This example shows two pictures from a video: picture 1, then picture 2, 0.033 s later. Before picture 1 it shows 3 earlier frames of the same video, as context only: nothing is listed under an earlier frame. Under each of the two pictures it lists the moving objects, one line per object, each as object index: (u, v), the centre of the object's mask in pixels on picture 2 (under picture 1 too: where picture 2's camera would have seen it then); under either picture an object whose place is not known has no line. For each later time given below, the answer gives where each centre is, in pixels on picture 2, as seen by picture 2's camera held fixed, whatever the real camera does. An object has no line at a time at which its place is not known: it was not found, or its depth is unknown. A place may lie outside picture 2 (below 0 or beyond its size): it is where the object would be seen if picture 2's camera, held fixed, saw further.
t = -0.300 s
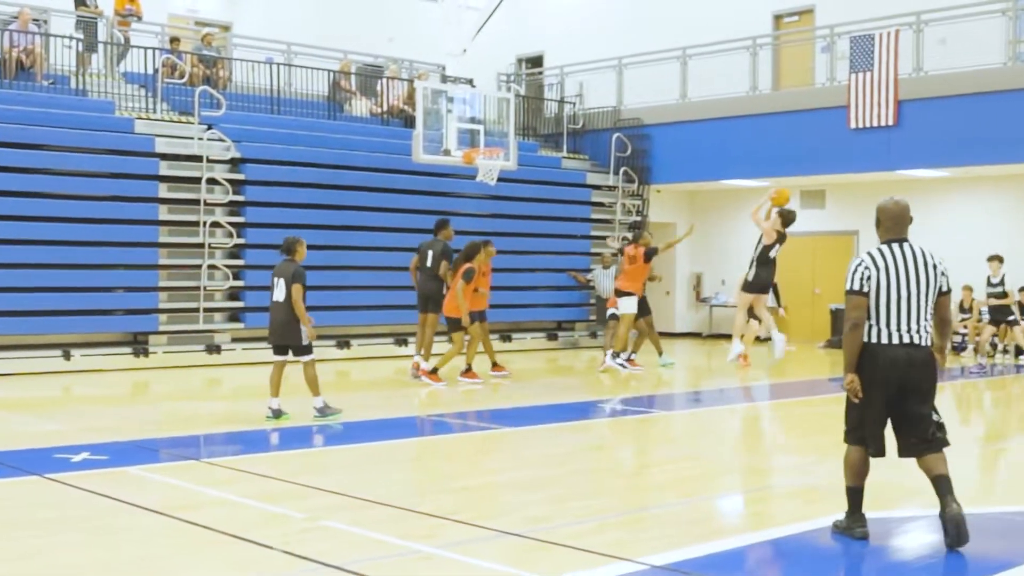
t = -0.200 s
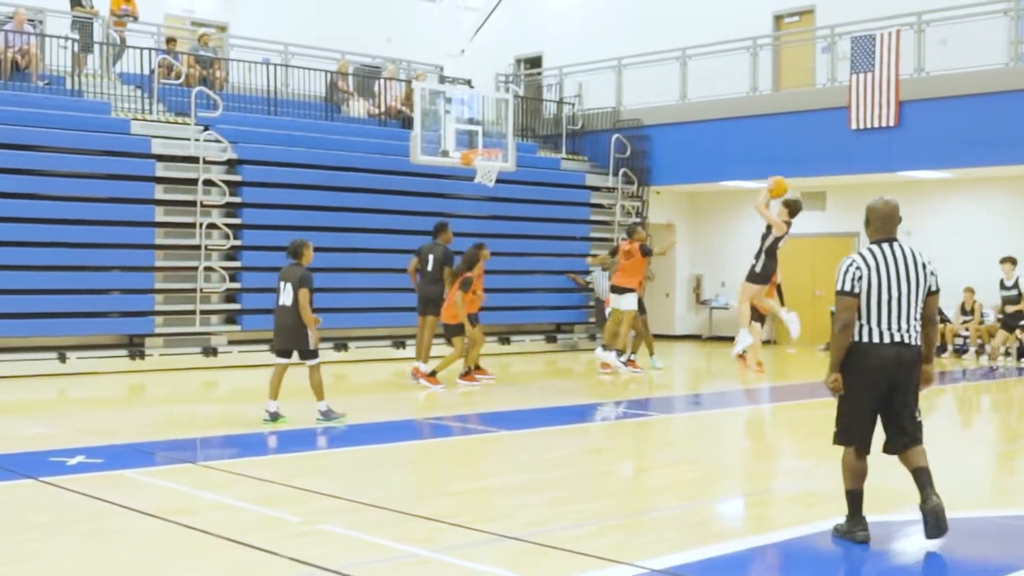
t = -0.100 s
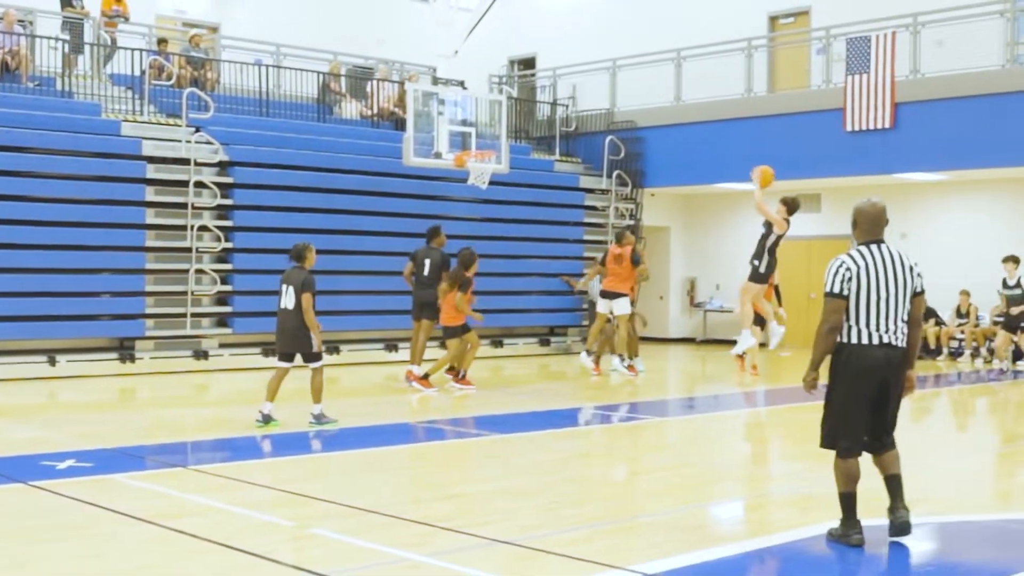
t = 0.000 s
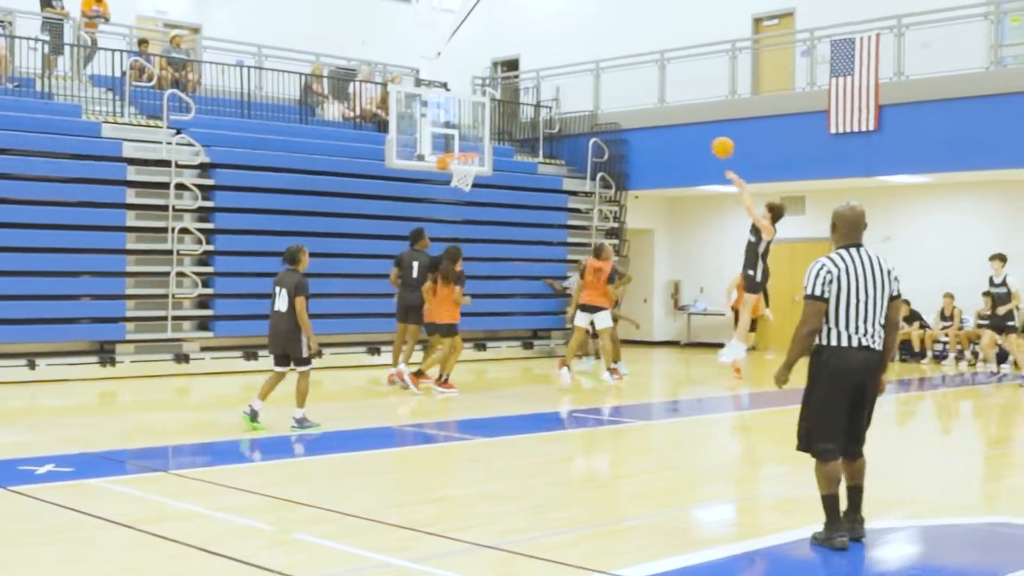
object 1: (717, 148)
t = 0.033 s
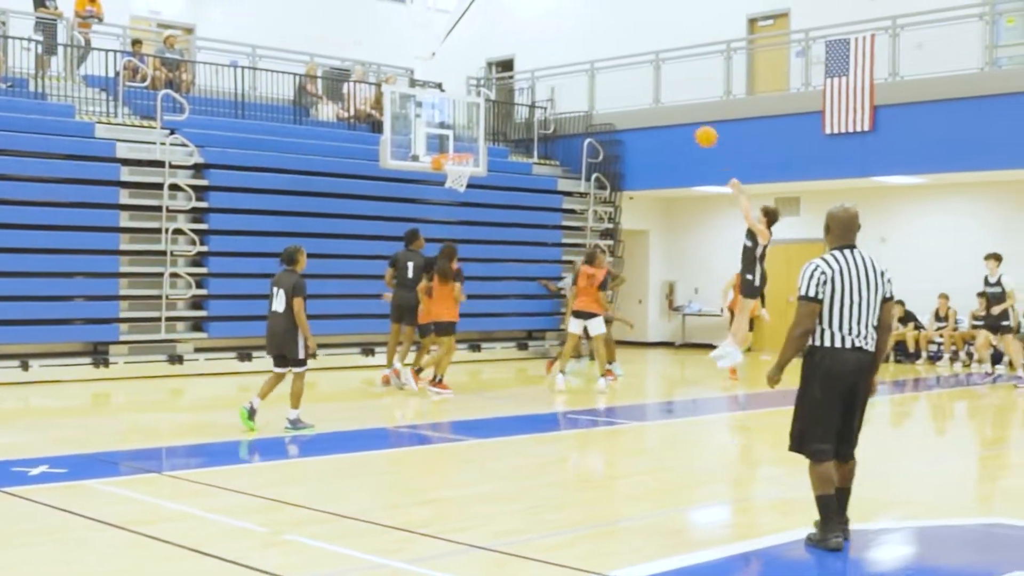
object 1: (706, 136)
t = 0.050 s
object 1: (701, 131)
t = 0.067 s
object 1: (694, 126)
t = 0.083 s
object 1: (689, 121)
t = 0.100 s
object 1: (683, 117)
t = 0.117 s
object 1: (676, 113)
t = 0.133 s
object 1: (670, 109)
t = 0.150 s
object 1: (664, 105)
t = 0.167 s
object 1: (659, 102)
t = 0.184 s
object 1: (652, 98)
